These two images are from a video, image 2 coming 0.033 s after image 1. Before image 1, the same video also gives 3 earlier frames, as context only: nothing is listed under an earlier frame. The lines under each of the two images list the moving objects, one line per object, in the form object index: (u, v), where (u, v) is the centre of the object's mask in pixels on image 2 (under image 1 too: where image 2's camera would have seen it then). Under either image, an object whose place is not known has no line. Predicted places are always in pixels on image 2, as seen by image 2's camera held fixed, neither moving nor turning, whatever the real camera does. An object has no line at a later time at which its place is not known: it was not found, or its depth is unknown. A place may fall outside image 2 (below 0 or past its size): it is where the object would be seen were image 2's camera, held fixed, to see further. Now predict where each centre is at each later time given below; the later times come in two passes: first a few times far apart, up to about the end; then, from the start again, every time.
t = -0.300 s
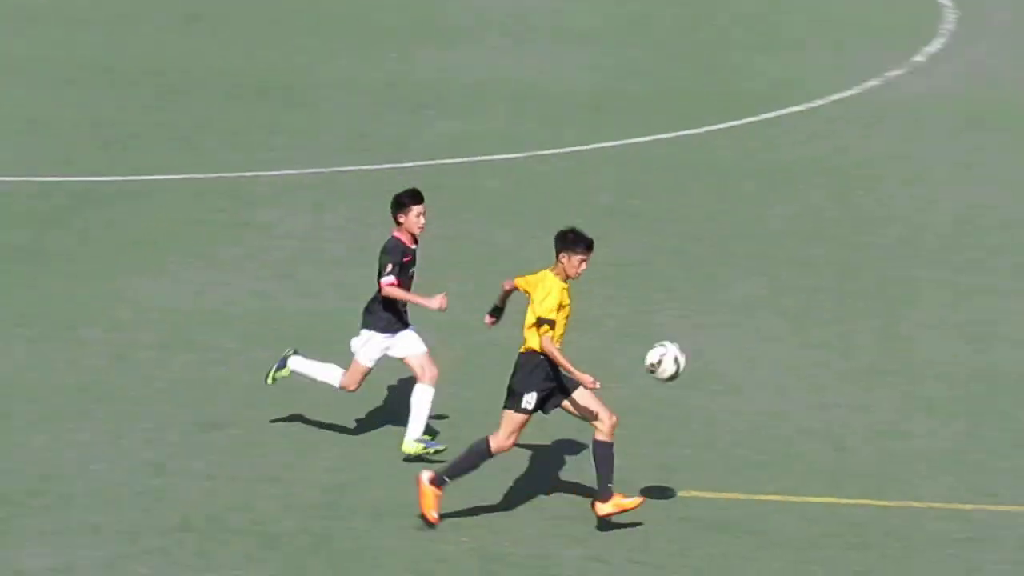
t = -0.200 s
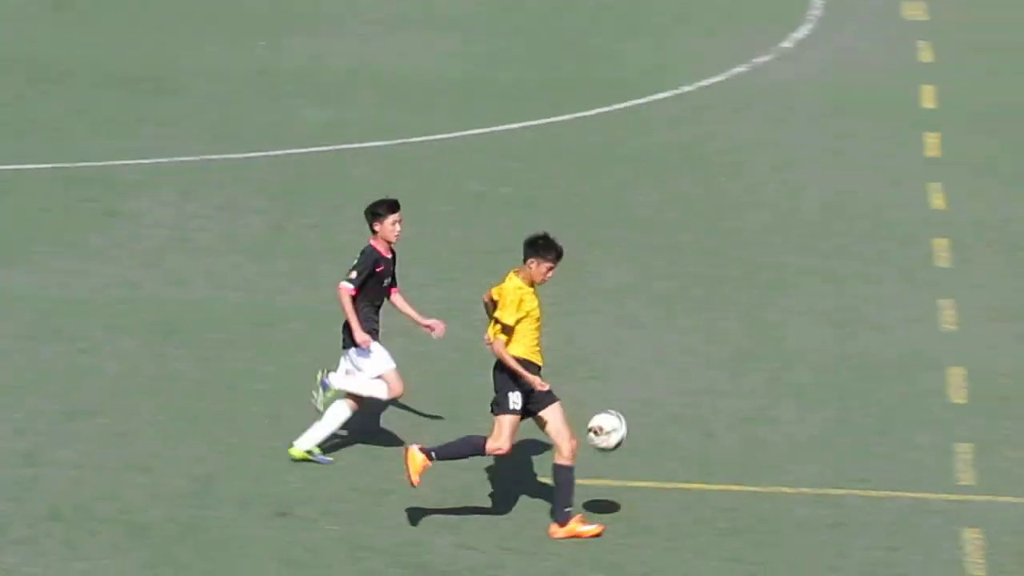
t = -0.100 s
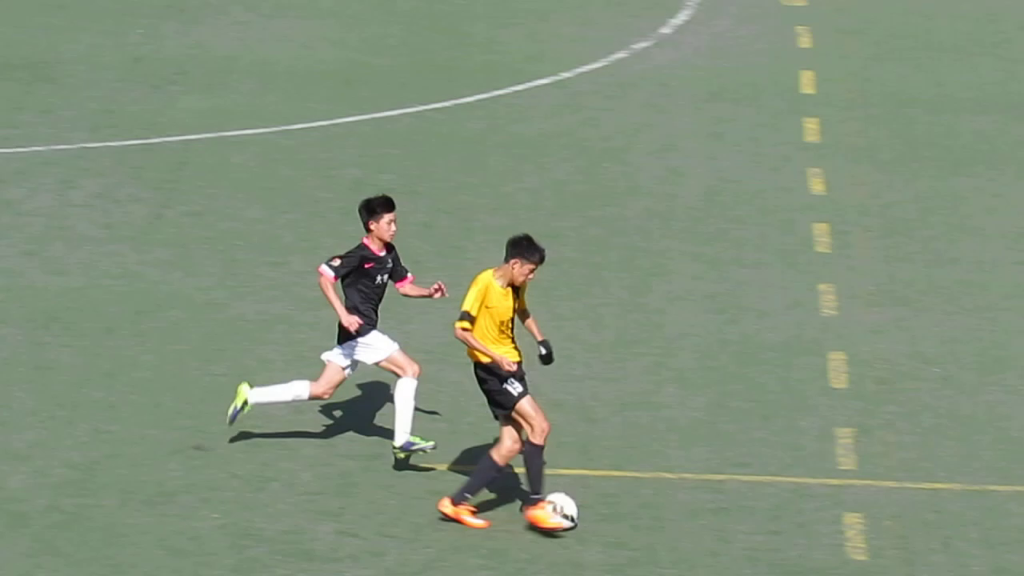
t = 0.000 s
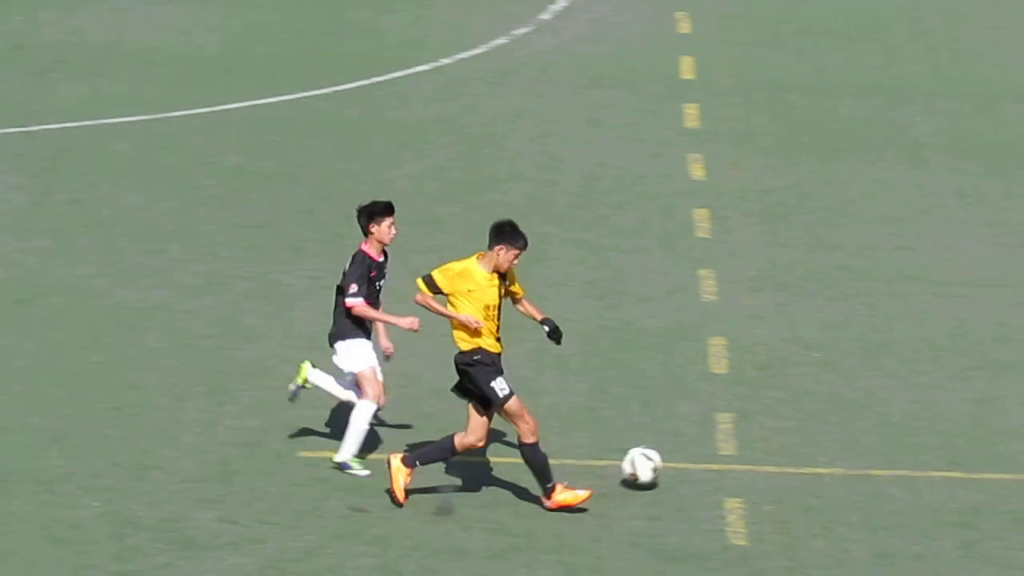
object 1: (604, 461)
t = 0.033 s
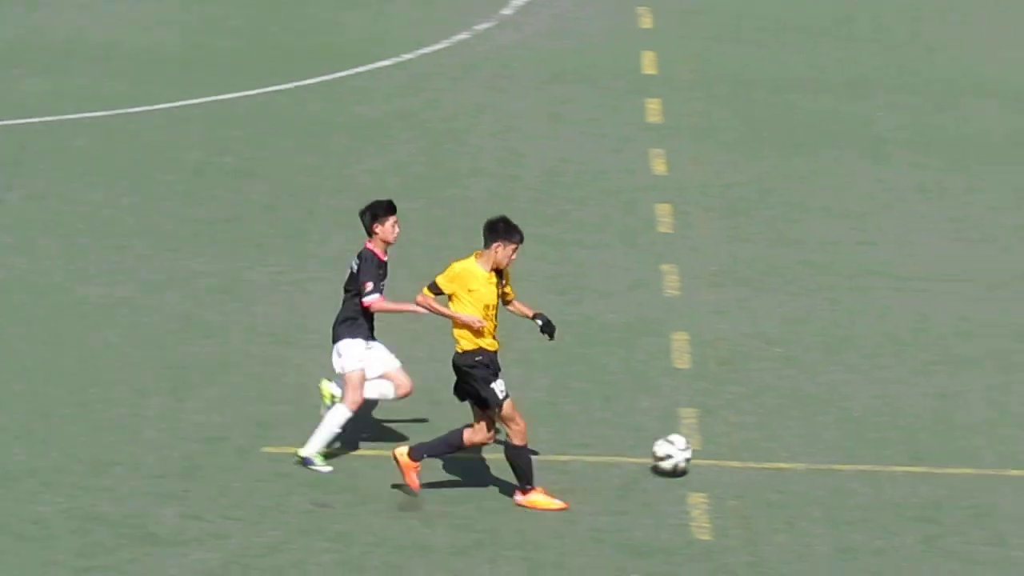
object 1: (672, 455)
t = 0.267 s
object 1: (1089, 410)
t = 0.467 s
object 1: (1413, 375)
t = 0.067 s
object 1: (736, 446)
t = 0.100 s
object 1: (800, 443)
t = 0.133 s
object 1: (859, 434)
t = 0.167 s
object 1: (916, 425)
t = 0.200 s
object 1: (974, 418)
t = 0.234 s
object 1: (1032, 413)
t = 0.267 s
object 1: (1089, 410)
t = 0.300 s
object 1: (1145, 408)
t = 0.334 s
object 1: (1201, 401)
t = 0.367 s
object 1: (1254, 393)
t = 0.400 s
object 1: (1307, 386)
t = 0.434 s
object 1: (1359, 380)
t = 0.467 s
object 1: (1413, 375)
